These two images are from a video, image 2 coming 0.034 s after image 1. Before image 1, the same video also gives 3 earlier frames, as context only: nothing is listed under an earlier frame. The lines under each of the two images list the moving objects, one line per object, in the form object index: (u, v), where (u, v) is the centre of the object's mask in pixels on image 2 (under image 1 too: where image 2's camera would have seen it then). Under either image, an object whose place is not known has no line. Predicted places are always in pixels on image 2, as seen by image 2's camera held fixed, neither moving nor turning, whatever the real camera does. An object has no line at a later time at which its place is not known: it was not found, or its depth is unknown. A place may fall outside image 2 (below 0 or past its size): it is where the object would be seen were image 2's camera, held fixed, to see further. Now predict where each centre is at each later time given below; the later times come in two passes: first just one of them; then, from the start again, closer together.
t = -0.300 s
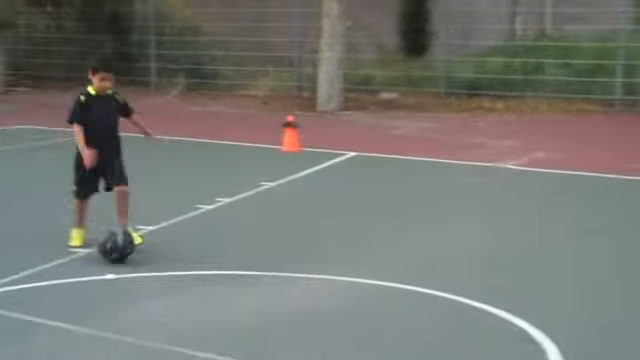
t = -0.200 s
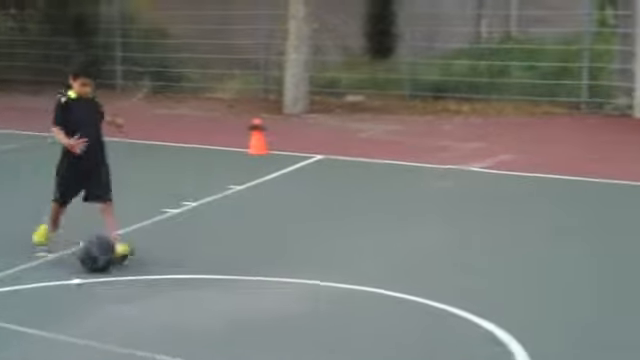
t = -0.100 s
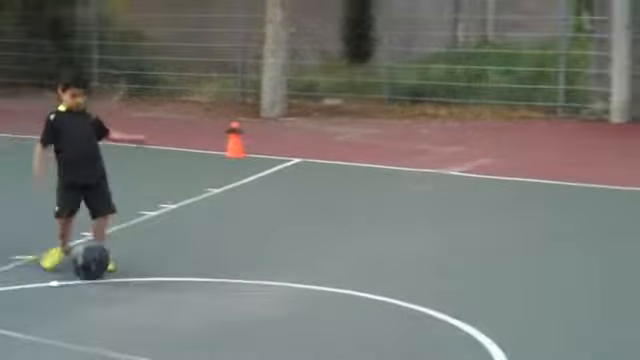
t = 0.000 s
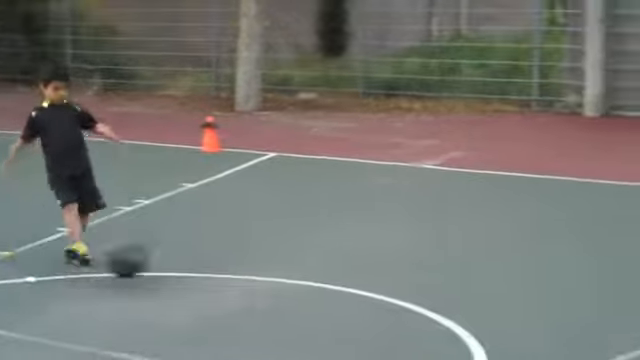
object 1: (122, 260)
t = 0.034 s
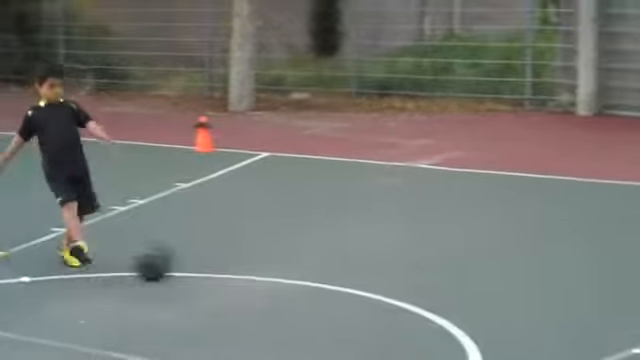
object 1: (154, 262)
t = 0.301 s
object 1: (458, 331)
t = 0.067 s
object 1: (189, 269)
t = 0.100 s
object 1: (224, 277)
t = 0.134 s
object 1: (263, 290)
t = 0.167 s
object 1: (305, 306)
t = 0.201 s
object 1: (348, 322)
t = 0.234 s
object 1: (383, 323)
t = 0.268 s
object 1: (419, 328)
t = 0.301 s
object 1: (458, 331)
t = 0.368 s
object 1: (540, 354)
